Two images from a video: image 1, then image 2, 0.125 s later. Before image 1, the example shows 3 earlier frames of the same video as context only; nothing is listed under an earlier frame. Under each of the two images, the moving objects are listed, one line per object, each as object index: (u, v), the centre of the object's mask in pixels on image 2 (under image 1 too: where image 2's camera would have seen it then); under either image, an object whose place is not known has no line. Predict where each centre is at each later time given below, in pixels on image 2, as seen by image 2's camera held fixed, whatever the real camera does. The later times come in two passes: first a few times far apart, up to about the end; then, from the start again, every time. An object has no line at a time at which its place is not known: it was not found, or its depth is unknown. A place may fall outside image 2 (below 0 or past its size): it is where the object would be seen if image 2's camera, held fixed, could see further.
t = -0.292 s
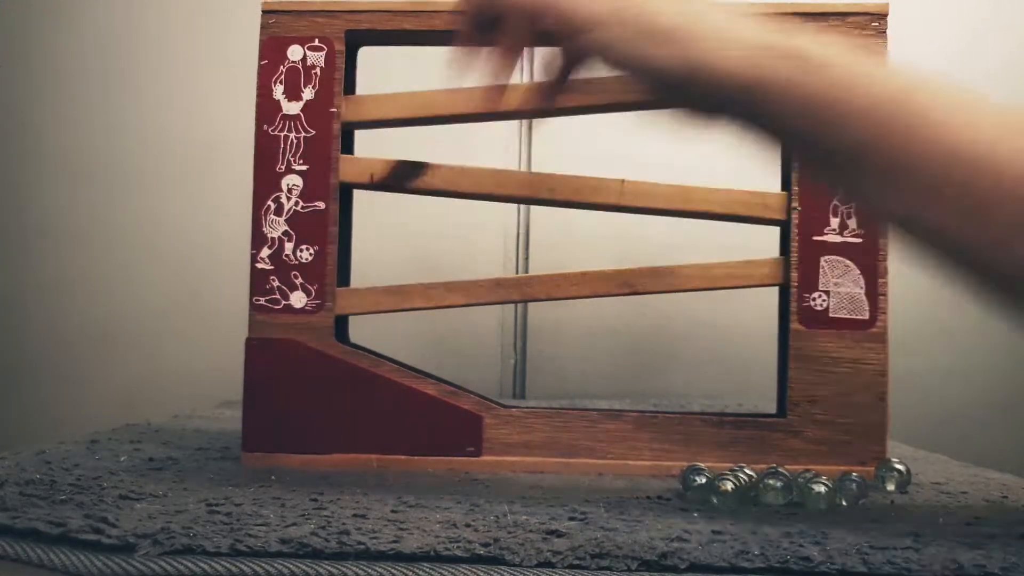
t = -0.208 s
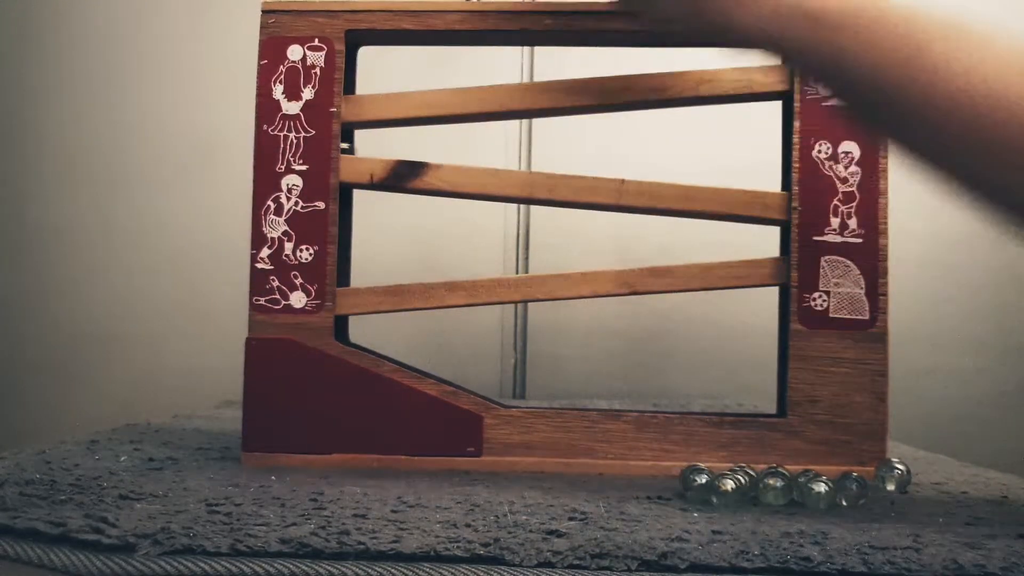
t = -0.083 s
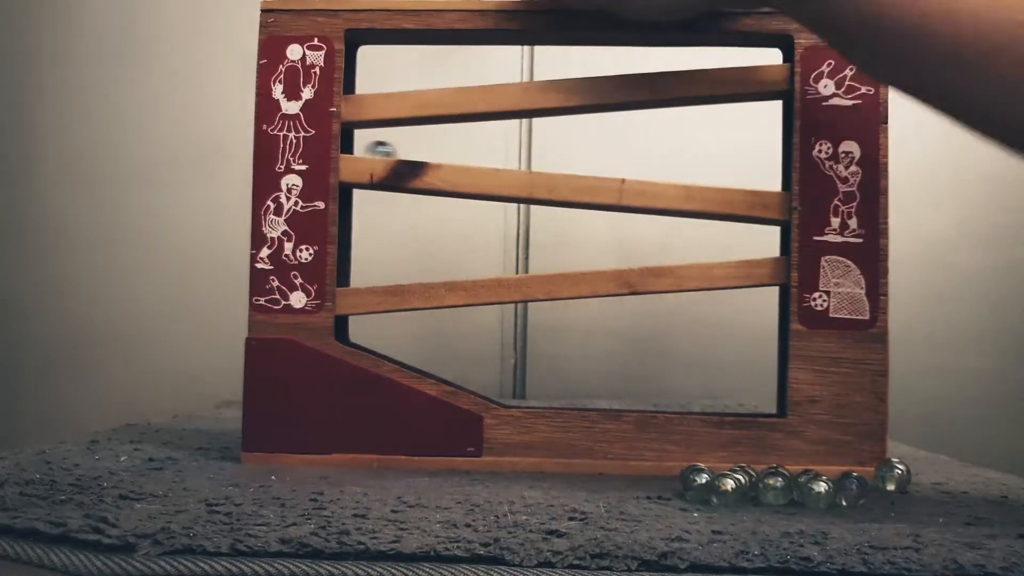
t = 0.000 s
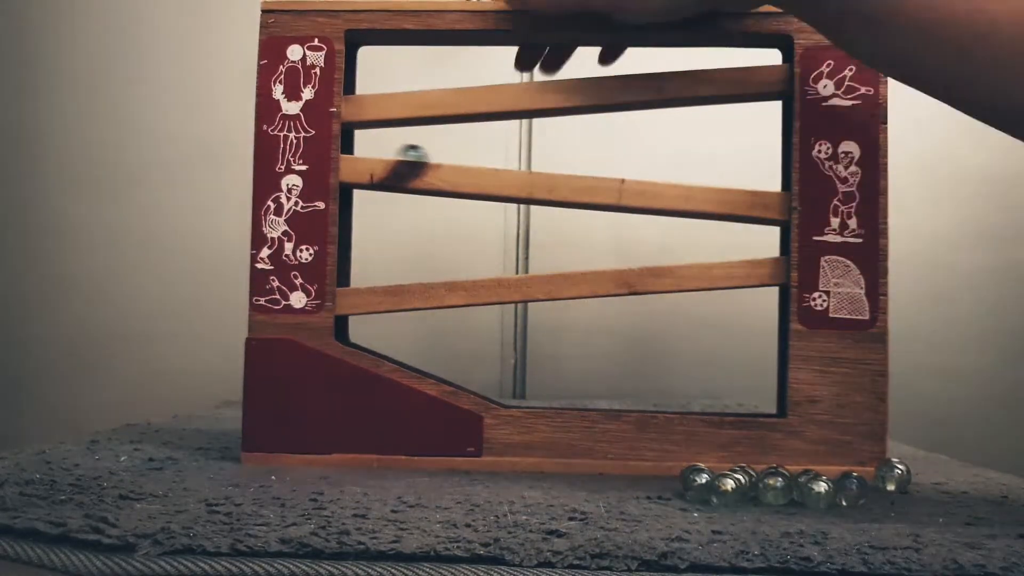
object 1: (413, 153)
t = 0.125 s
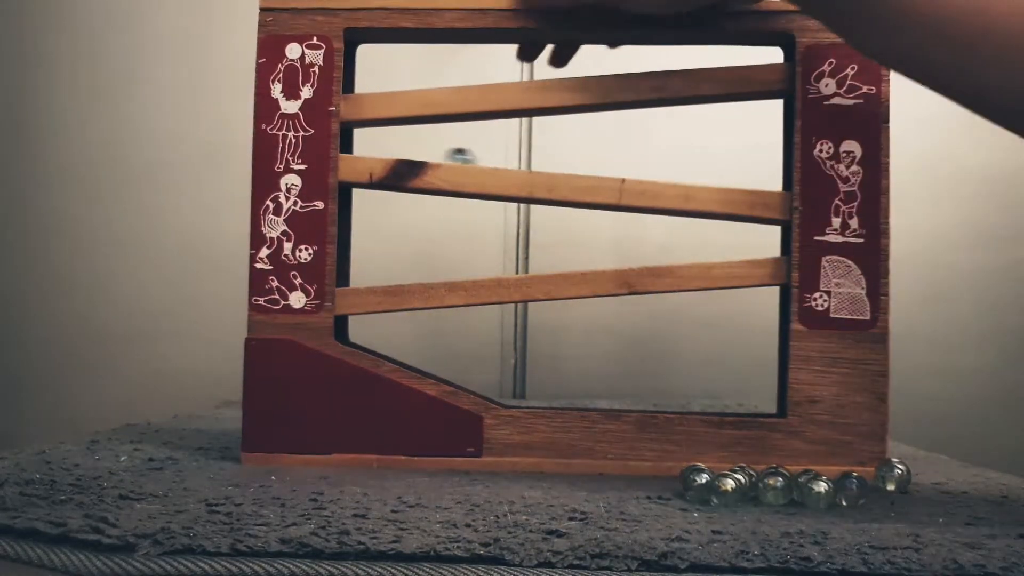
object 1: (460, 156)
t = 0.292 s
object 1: (540, 164)
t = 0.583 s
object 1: (692, 177)
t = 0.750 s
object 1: (778, 184)
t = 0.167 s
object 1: (478, 158)
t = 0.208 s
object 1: (496, 159)
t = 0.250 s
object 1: (518, 161)
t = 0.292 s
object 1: (540, 164)
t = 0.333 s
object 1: (559, 166)
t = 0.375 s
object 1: (580, 168)
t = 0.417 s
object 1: (601, 169)
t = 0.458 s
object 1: (623, 171)
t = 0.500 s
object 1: (646, 173)
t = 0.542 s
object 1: (669, 175)
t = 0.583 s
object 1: (692, 177)
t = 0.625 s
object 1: (716, 179)
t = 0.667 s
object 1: (741, 181)
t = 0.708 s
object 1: (763, 182)
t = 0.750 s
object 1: (778, 184)
